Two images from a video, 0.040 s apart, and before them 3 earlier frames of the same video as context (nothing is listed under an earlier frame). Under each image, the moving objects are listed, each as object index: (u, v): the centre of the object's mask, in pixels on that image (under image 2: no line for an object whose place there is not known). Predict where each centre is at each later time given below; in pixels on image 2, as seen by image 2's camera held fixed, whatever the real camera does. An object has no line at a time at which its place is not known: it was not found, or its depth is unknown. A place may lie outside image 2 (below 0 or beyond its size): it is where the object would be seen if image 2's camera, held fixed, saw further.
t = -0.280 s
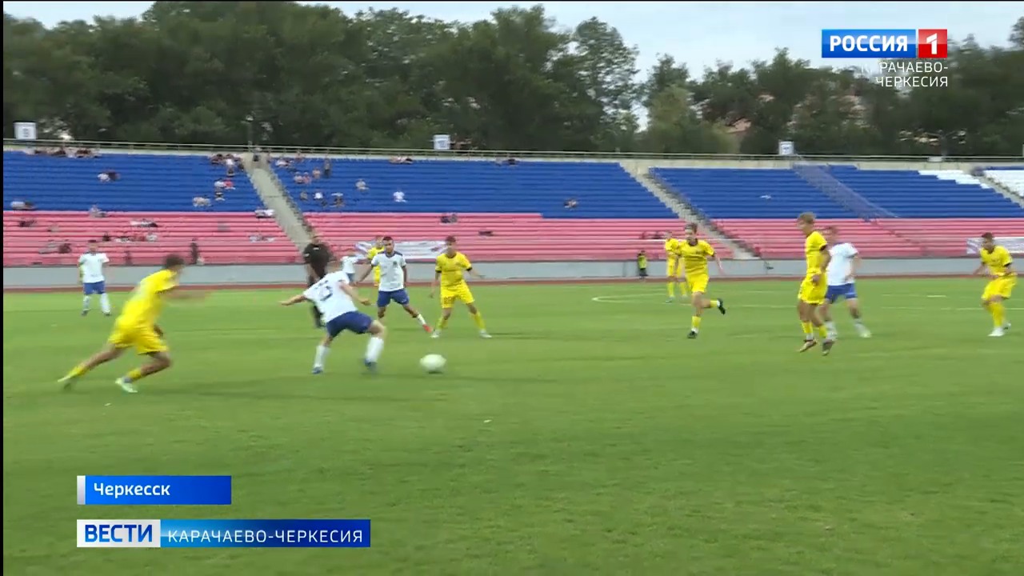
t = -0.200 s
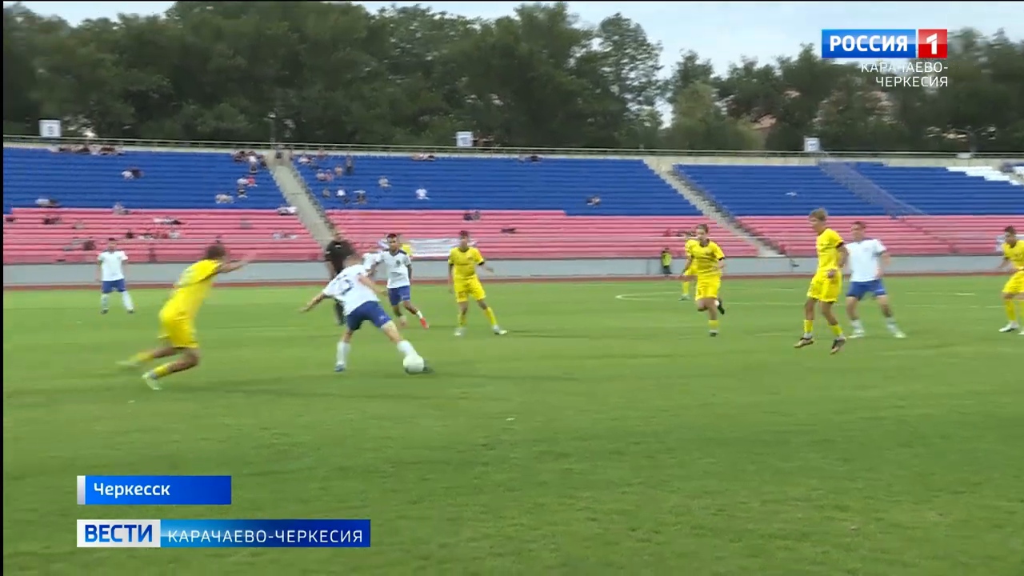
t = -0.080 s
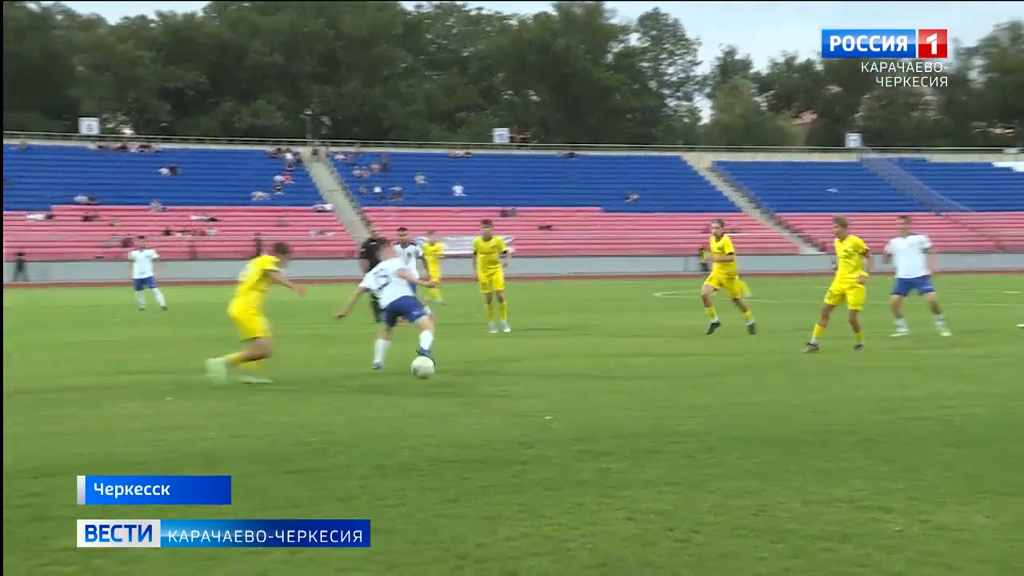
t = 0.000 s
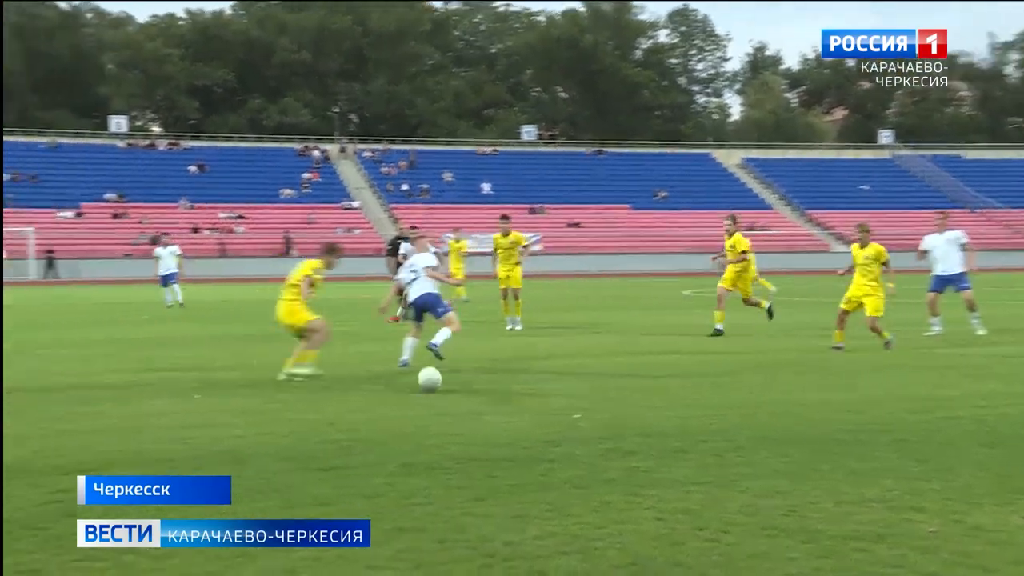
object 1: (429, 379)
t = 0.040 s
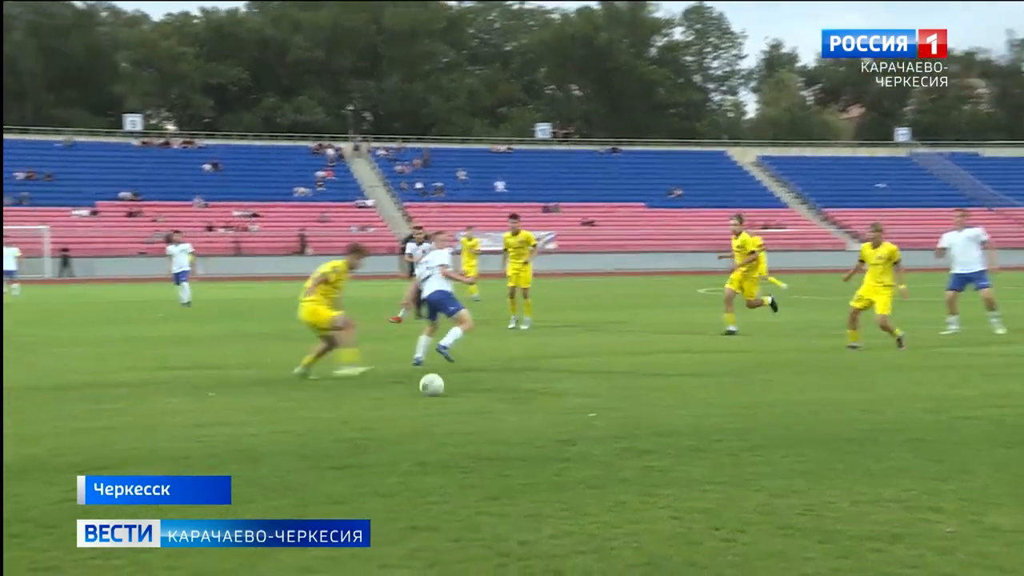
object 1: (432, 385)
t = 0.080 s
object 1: (420, 385)
